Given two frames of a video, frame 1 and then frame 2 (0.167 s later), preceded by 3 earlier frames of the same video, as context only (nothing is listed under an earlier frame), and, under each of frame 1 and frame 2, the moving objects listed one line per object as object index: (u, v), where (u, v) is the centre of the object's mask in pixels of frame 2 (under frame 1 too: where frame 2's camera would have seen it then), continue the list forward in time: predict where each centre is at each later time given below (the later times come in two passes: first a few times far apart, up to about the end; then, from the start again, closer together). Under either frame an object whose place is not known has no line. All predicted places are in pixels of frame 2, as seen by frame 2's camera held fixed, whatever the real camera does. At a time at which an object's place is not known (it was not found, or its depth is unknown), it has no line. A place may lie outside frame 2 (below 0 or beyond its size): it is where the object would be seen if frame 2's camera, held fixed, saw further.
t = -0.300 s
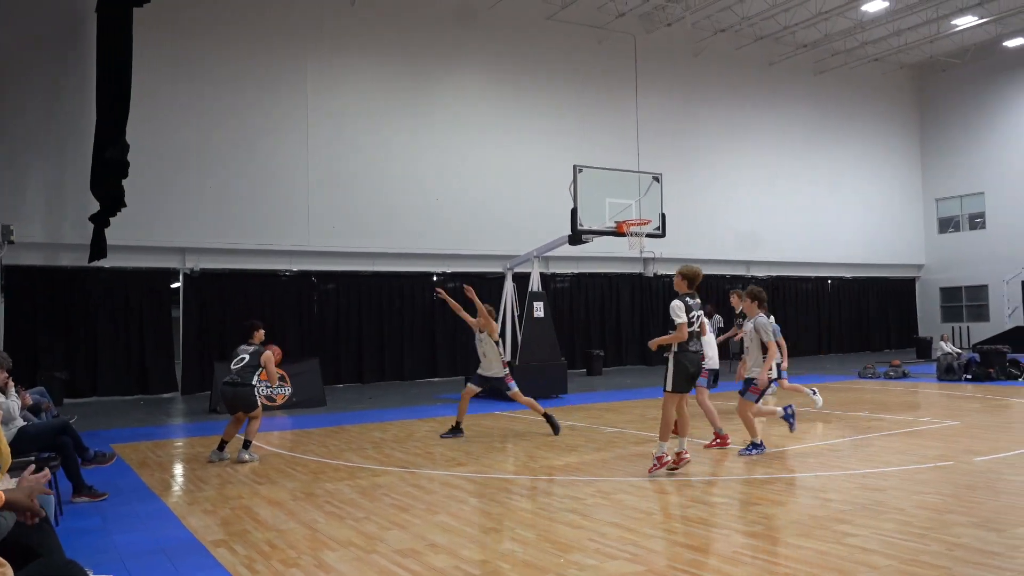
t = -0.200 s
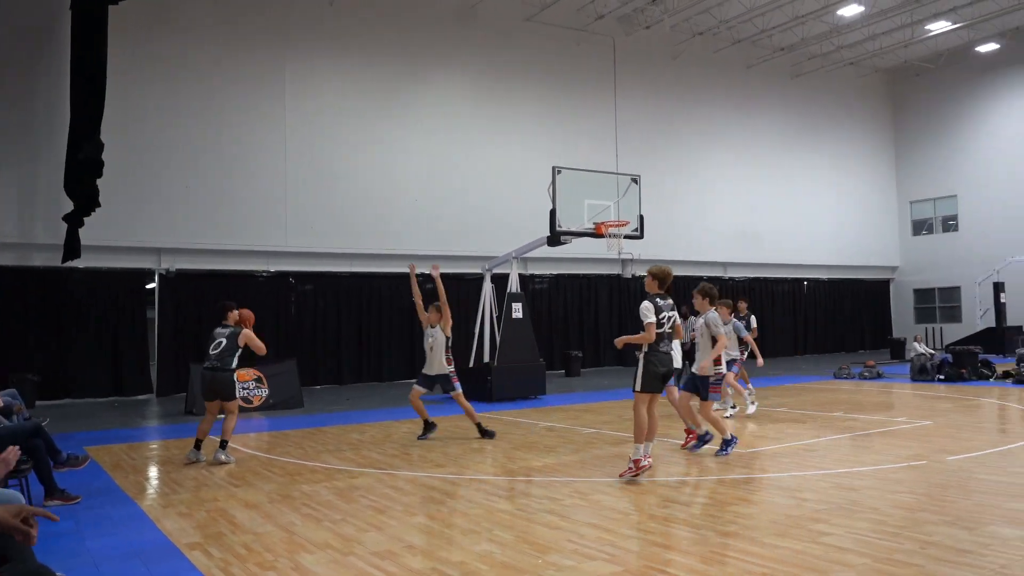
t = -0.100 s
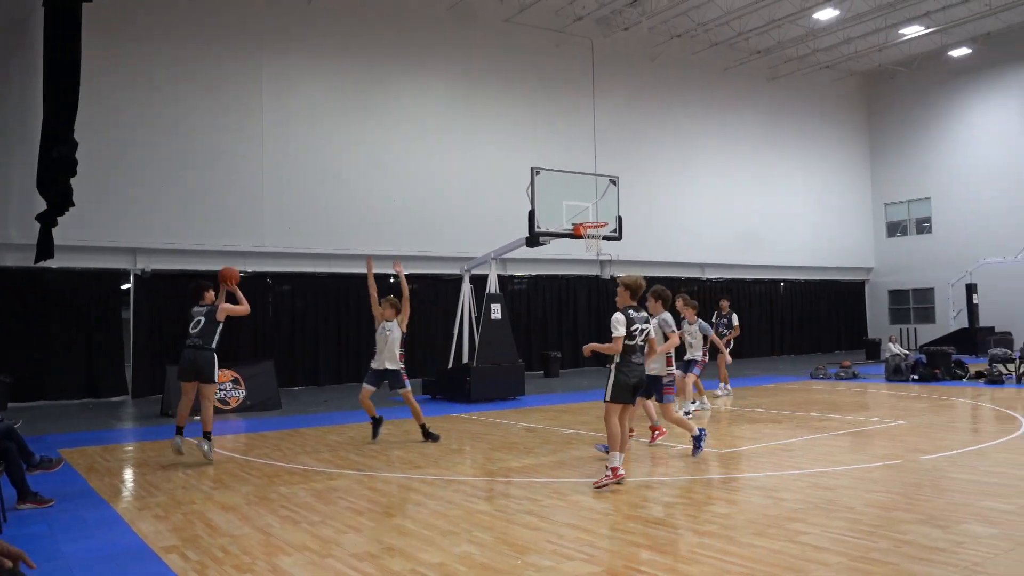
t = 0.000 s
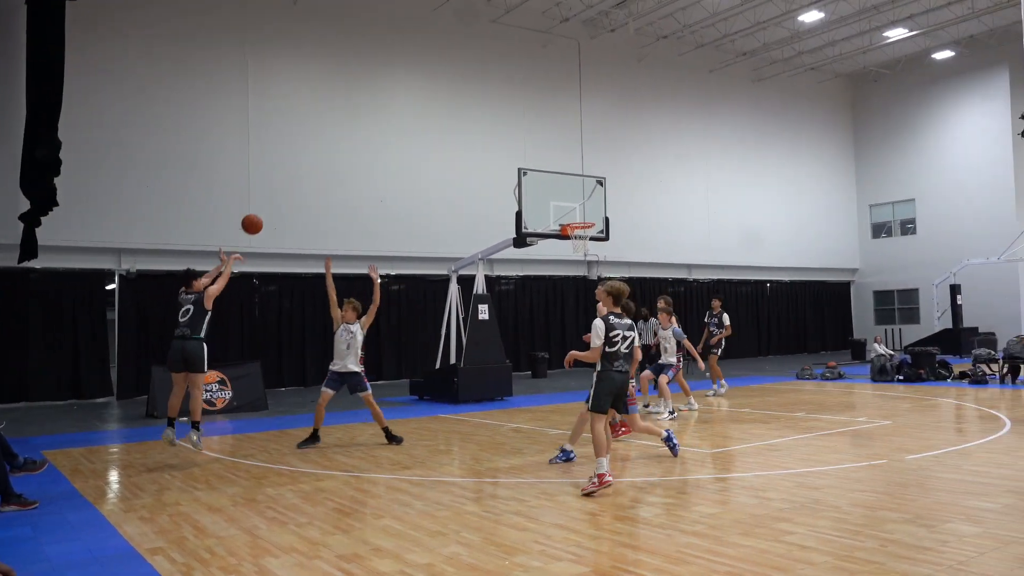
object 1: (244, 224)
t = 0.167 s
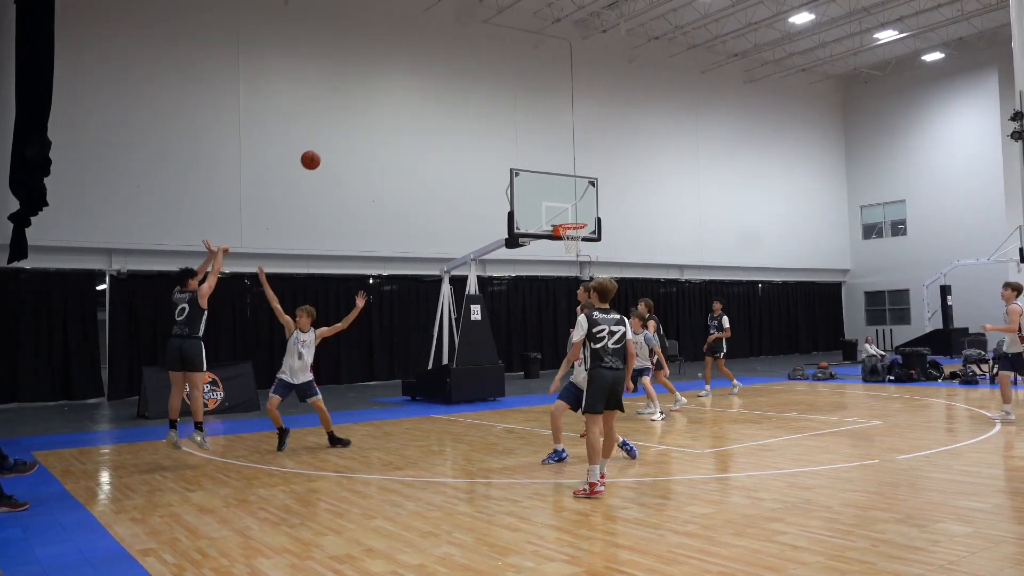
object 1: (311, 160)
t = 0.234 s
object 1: (335, 142)
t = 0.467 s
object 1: (411, 112)
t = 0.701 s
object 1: (475, 120)
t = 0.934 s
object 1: (532, 161)
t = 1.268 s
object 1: (567, 250)
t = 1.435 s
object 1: (549, 291)
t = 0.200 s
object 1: (323, 151)
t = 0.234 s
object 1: (335, 142)
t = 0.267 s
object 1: (347, 135)
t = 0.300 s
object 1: (358, 129)
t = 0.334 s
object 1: (369, 124)
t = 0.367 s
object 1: (380, 120)
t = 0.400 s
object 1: (390, 116)
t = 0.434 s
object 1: (401, 114)
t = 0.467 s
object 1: (411, 112)
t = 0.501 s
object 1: (420, 111)
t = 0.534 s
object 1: (430, 110)
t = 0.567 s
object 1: (439, 111)
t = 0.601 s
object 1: (449, 112)
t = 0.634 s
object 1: (458, 114)
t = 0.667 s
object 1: (467, 117)
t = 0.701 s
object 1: (475, 120)
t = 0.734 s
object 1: (484, 124)
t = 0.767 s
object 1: (492, 129)
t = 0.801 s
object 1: (500, 134)
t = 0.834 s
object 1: (508, 140)
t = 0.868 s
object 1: (516, 147)
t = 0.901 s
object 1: (524, 154)
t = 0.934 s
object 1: (532, 161)
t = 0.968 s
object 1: (539, 169)
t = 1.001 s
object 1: (547, 178)
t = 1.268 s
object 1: (567, 250)
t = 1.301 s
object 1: (563, 257)
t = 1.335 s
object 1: (560, 264)
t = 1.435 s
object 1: (549, 291)
